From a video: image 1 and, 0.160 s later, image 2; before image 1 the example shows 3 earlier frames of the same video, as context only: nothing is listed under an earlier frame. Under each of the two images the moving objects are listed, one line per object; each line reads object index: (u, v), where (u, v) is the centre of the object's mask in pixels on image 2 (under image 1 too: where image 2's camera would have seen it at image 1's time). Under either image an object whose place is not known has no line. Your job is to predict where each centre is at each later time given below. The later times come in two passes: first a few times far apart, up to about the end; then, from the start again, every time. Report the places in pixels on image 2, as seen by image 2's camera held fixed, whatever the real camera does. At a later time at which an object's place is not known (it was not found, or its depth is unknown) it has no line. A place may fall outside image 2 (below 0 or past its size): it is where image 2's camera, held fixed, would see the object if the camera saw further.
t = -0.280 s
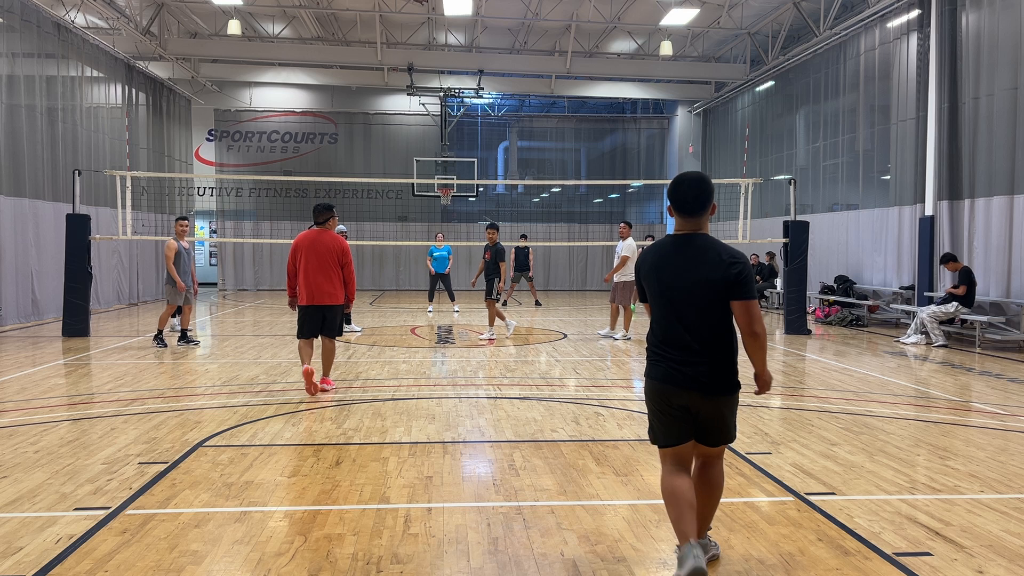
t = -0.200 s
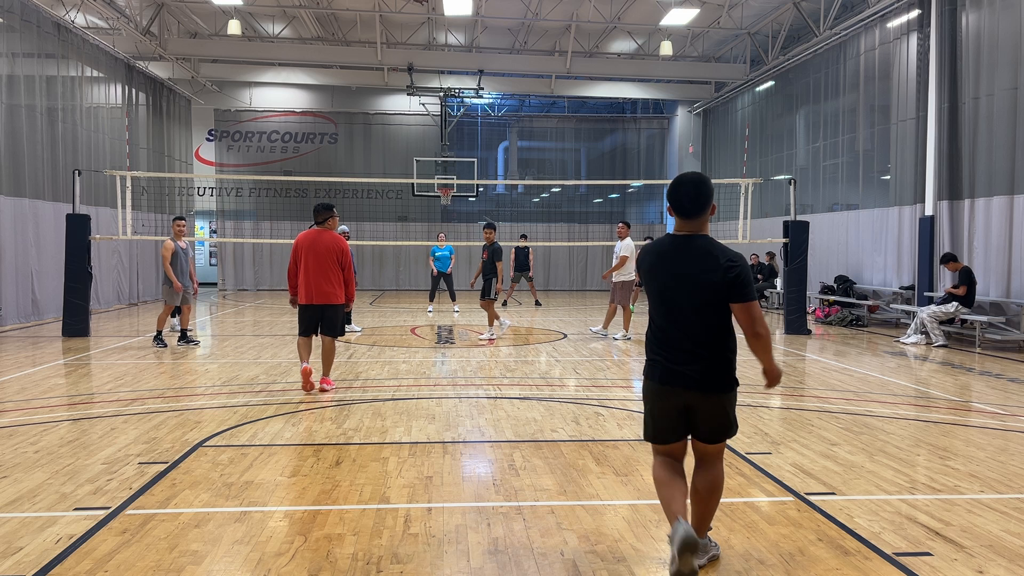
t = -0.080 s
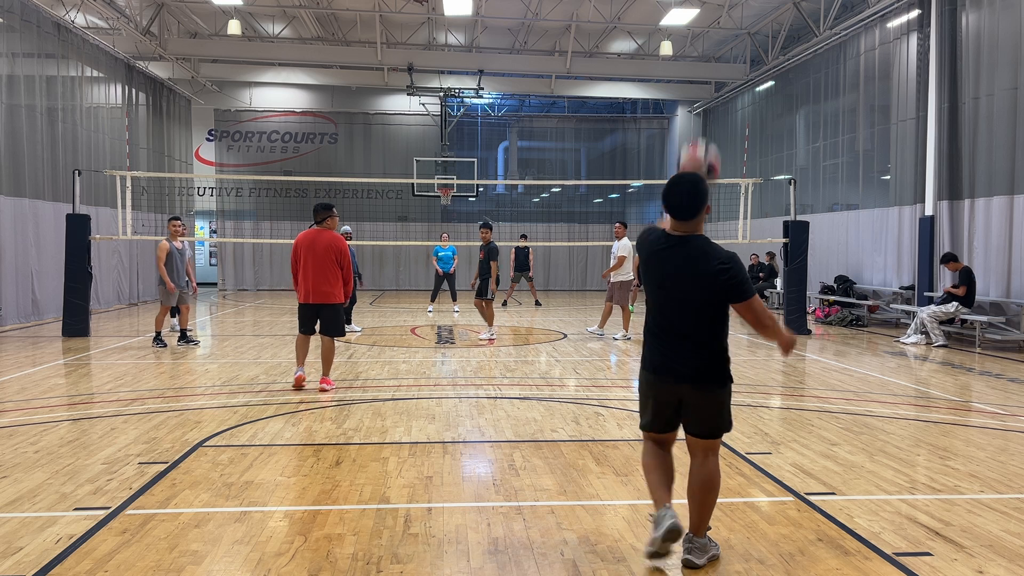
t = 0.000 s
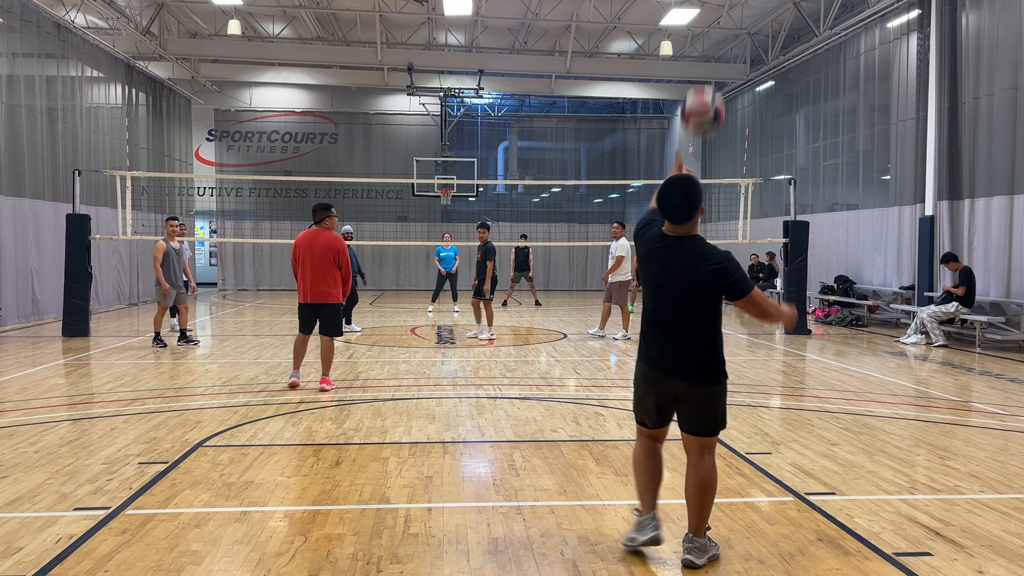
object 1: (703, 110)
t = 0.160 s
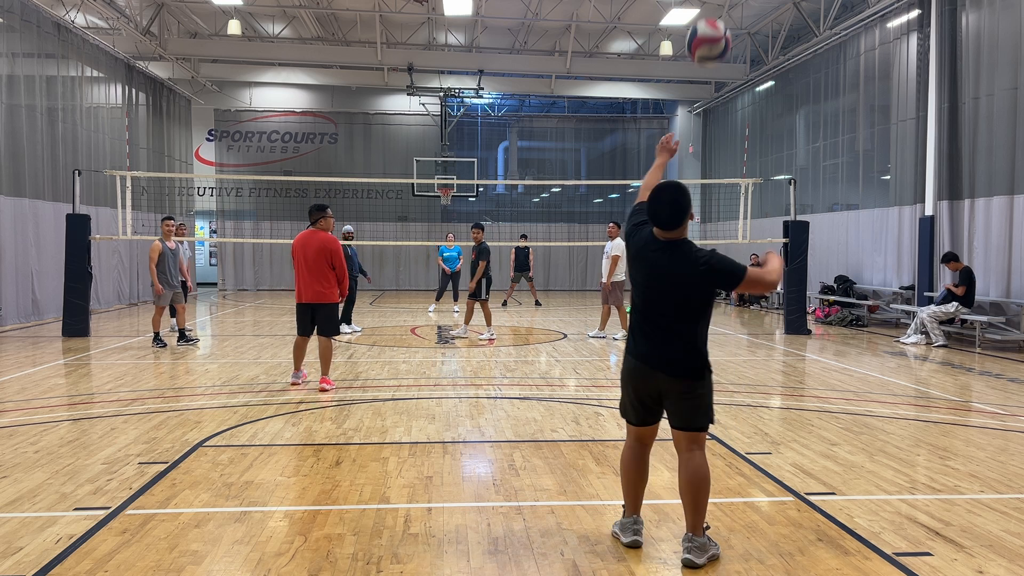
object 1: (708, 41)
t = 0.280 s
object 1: (712, 24)
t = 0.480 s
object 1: (717, 59)
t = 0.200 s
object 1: (710, 32)
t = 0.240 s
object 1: (711, 27)
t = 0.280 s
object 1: (712, 24)
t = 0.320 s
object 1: (713, 25)
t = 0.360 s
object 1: (714, 28)
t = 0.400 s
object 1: (715, 35)
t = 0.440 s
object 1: (716, 45)
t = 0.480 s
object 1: (717, 59)
